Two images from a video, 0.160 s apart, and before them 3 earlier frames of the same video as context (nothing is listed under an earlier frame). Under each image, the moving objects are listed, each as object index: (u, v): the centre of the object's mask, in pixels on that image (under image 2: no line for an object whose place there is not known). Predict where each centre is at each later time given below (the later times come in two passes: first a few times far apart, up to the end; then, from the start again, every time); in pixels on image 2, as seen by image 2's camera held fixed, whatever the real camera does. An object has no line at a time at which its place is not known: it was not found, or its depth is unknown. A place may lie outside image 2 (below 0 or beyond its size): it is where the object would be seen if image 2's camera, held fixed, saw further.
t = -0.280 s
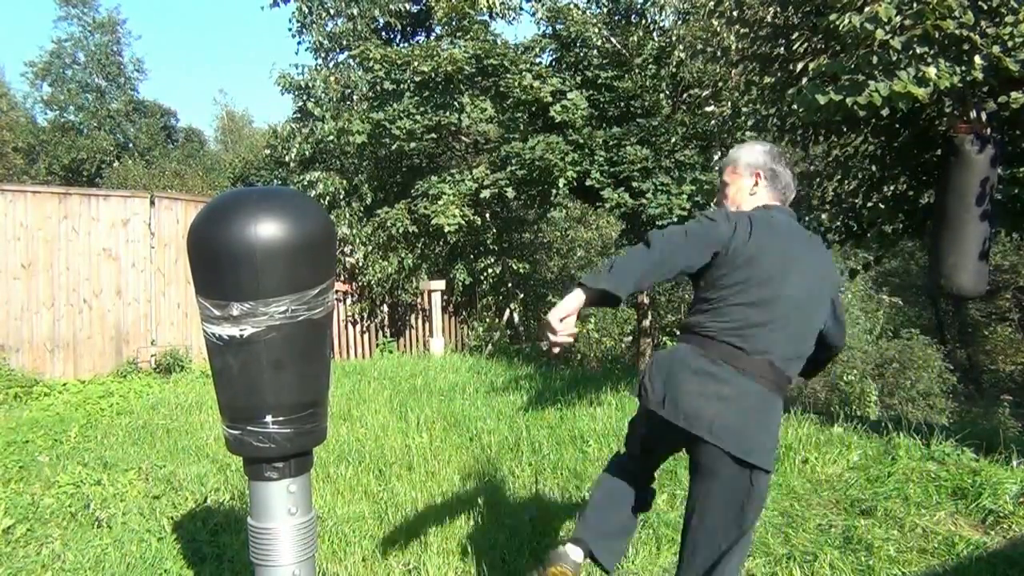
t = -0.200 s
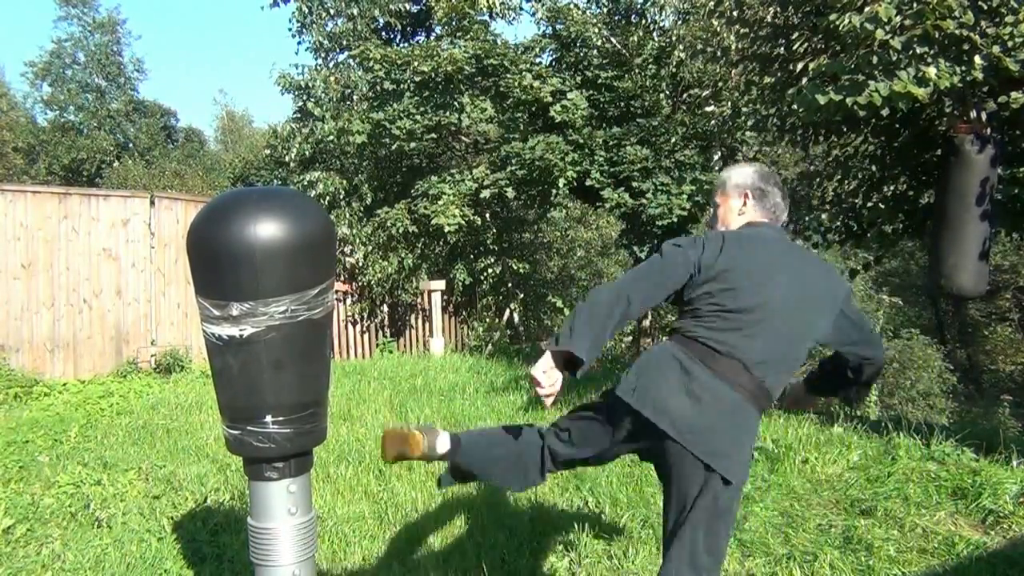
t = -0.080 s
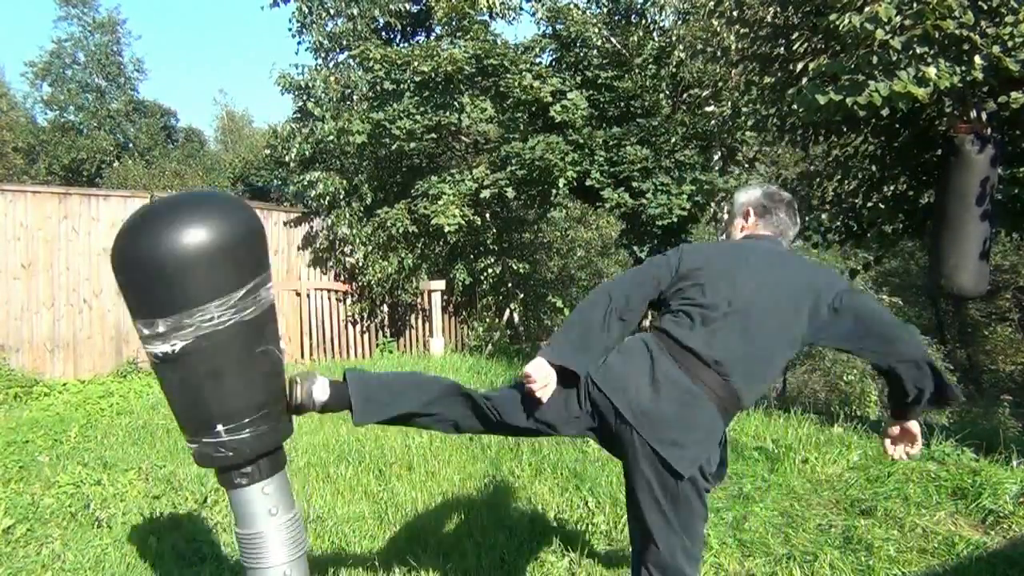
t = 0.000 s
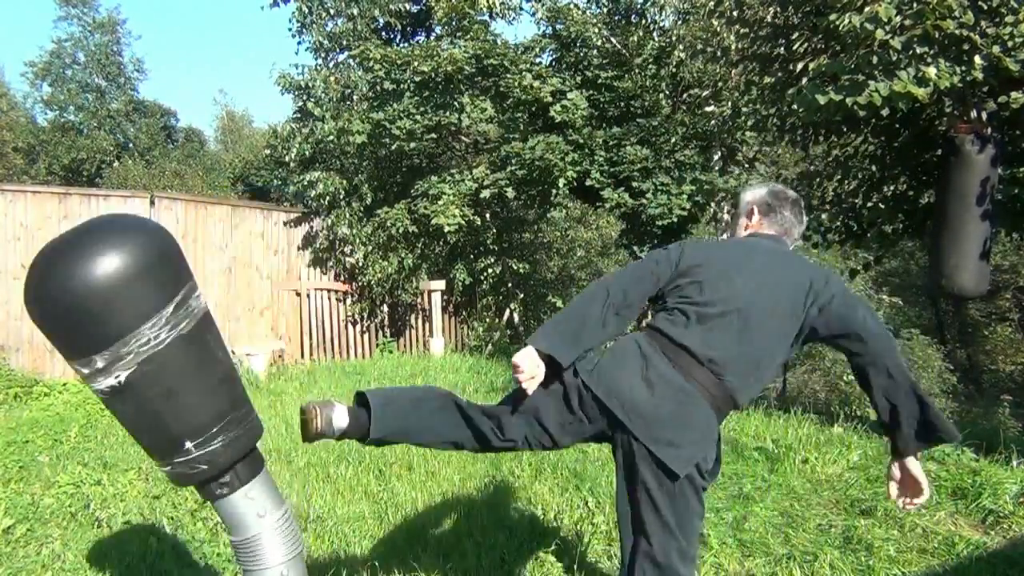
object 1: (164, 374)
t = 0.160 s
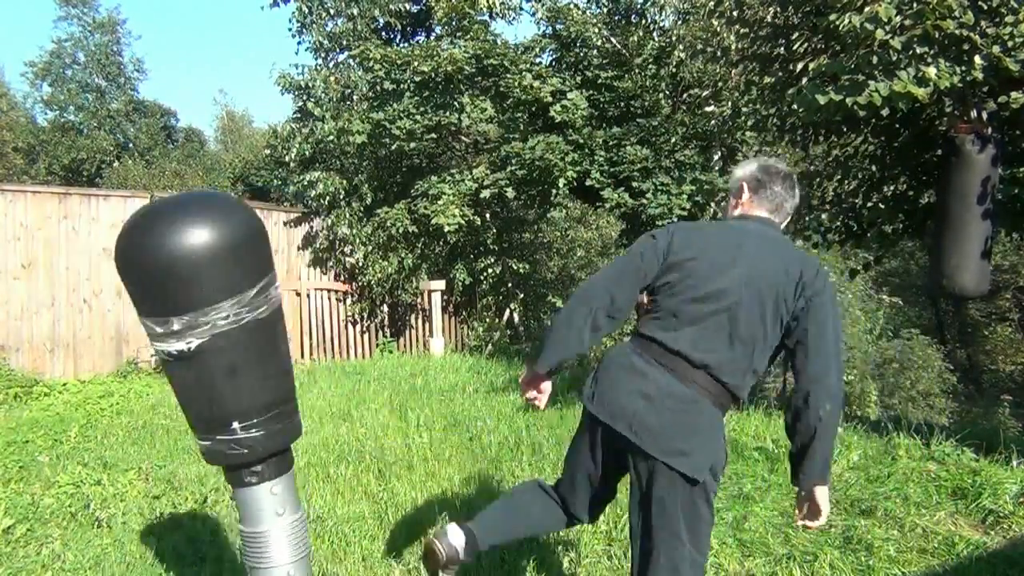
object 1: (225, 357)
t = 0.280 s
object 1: (323, 357)
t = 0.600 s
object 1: (232, 357)
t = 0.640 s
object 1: (212, 361)
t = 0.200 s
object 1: (260, 354)
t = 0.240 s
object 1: (295, 353)
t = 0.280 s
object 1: (323, 357)
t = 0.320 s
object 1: (341, 362)
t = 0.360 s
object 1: (348, 364)
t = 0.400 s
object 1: (344, 362)
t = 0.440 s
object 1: (332, 358)
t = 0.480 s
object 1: (311, 355)
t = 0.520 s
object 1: (284, 354)
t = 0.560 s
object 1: (257, 355)
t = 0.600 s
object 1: (232, 357)
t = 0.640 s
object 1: (212, 361)
